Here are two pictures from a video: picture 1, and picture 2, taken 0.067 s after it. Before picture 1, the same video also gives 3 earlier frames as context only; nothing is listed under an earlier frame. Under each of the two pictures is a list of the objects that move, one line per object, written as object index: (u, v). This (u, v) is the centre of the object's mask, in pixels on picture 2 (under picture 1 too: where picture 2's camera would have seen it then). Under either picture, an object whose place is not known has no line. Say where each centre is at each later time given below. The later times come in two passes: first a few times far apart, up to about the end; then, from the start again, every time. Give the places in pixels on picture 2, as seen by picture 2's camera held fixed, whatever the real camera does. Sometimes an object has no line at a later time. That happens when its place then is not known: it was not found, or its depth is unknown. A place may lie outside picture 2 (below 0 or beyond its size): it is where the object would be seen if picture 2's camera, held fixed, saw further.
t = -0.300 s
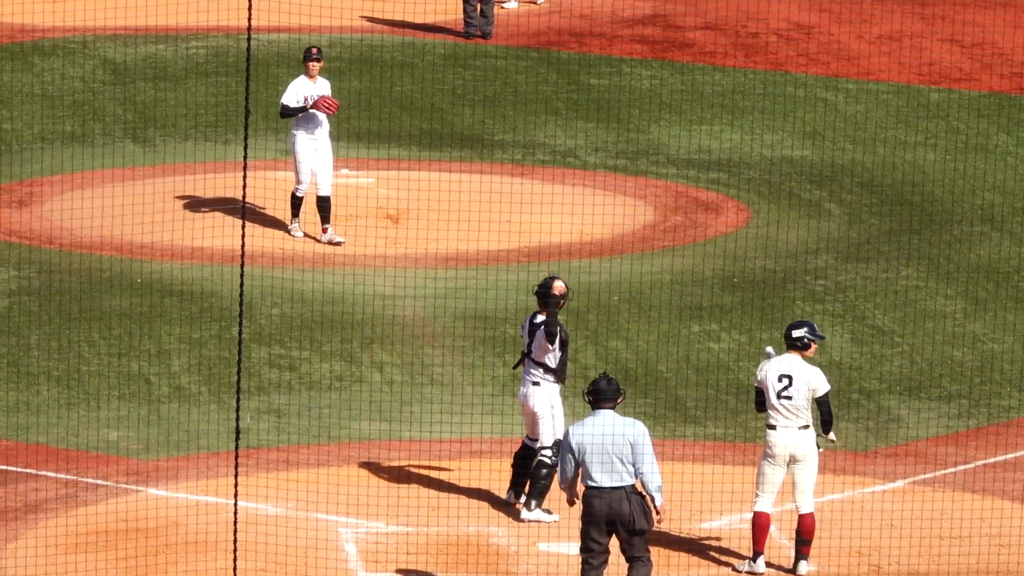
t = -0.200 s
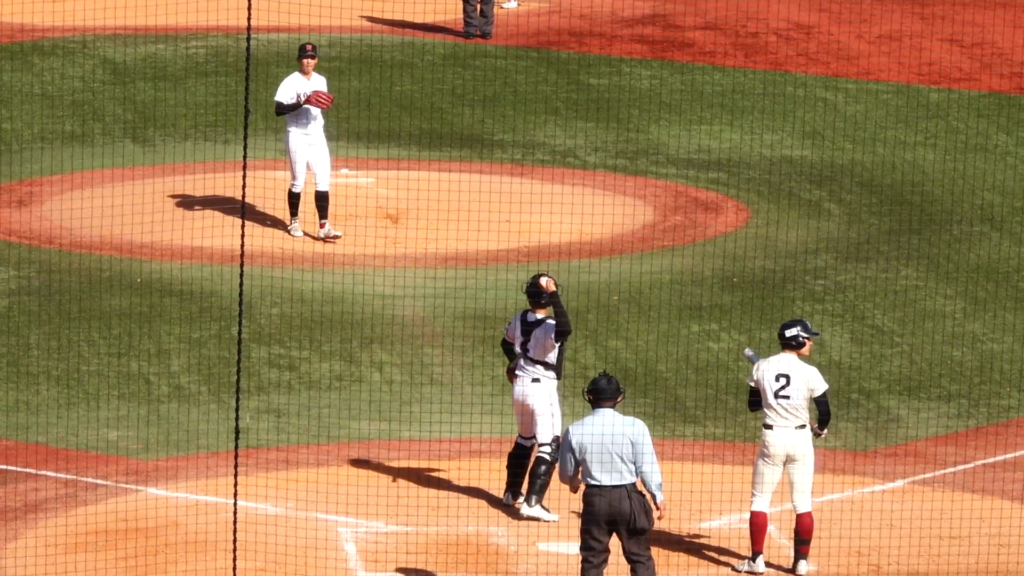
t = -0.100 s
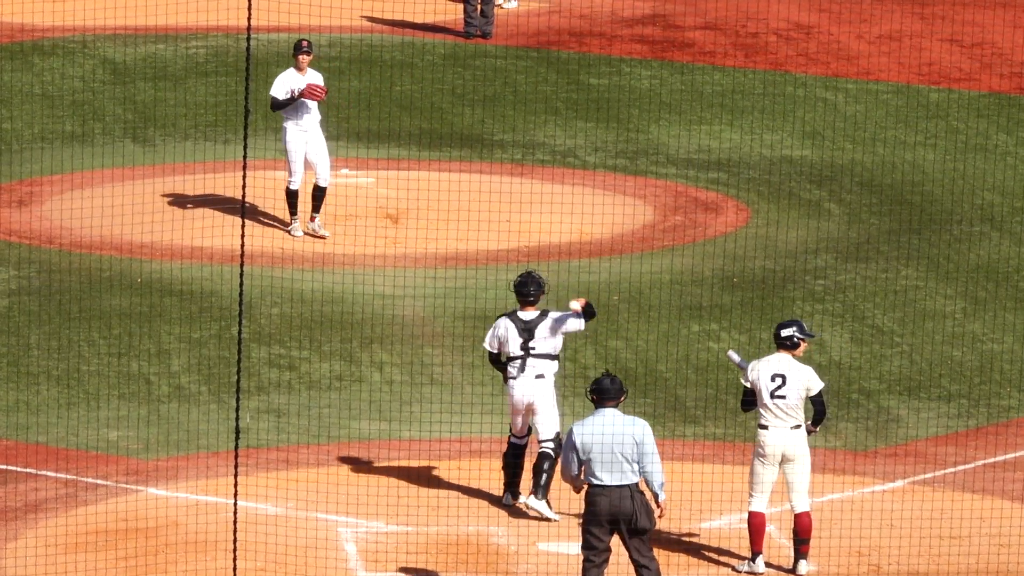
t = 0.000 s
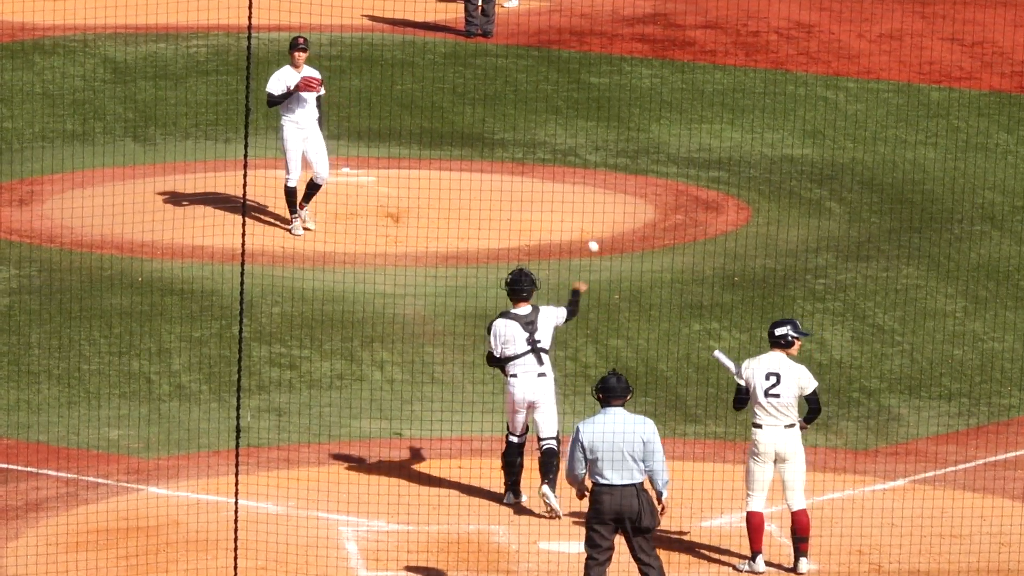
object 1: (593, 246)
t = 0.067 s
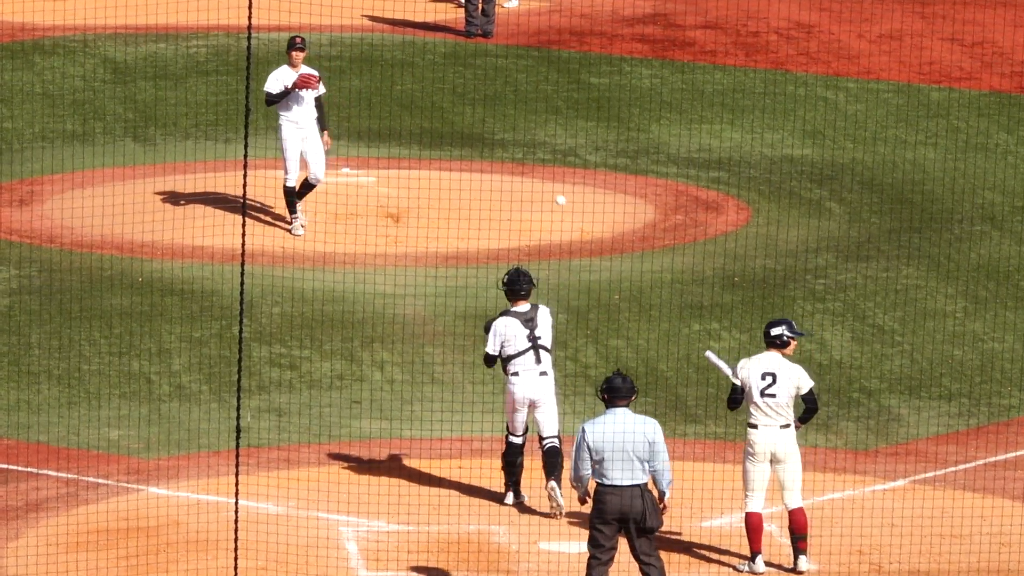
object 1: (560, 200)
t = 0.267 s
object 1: (476, 105)
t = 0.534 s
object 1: (388, 60)
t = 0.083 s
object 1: (553, 190)
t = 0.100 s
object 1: (544, 180)
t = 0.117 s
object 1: (537, 170)
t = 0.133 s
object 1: (530, 161)
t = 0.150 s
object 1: (523, 153)
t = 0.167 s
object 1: (515, 145)
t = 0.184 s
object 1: (508, 137)
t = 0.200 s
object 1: (501, 130)
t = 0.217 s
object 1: (494, 122)
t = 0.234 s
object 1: (488, 116)
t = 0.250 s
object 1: (482, 110)
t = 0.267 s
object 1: (476, 105)
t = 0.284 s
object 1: (469, 99)
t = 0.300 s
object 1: (463, 94)
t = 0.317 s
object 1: (457, 90)
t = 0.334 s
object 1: (451, 85)
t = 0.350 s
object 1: (446, 81)
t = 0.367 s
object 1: (440, 78)
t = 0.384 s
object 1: (434, 75)
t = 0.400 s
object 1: (429, 72)
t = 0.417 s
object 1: (423, 69)
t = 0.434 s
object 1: (418, 67)
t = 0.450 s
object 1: (413, 65)
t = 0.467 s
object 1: (407, 63)
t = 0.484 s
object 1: (402, 62)
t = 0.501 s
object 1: (397, 61)
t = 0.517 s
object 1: (393, 61)
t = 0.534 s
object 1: (388, 60)
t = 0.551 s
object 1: (383, 60)
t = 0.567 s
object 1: (378, 60)
